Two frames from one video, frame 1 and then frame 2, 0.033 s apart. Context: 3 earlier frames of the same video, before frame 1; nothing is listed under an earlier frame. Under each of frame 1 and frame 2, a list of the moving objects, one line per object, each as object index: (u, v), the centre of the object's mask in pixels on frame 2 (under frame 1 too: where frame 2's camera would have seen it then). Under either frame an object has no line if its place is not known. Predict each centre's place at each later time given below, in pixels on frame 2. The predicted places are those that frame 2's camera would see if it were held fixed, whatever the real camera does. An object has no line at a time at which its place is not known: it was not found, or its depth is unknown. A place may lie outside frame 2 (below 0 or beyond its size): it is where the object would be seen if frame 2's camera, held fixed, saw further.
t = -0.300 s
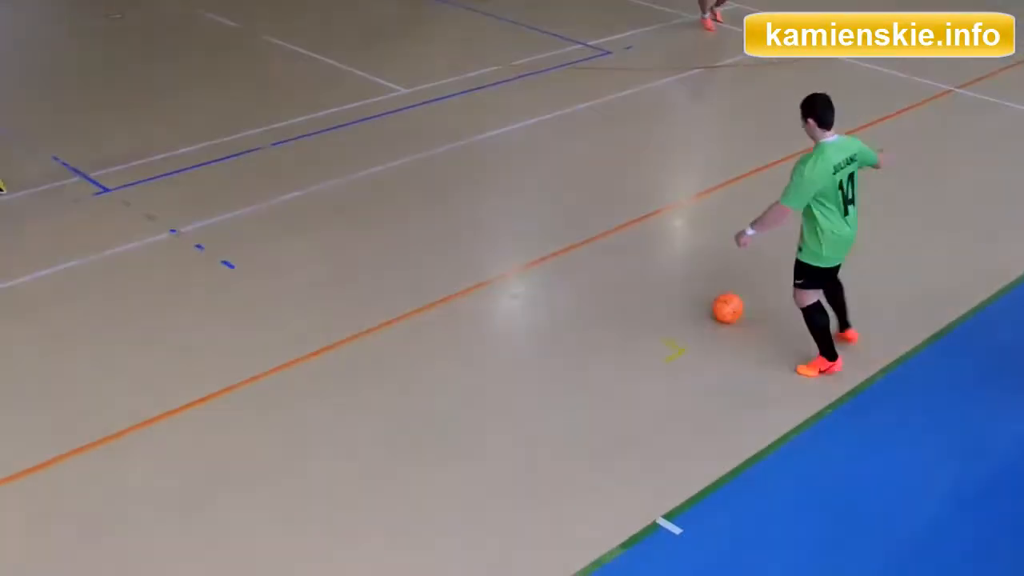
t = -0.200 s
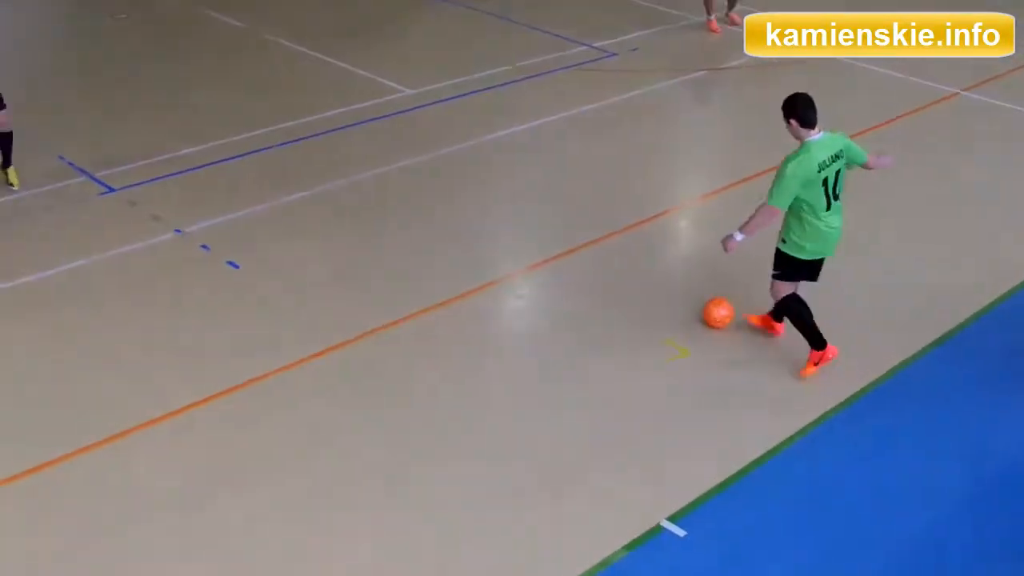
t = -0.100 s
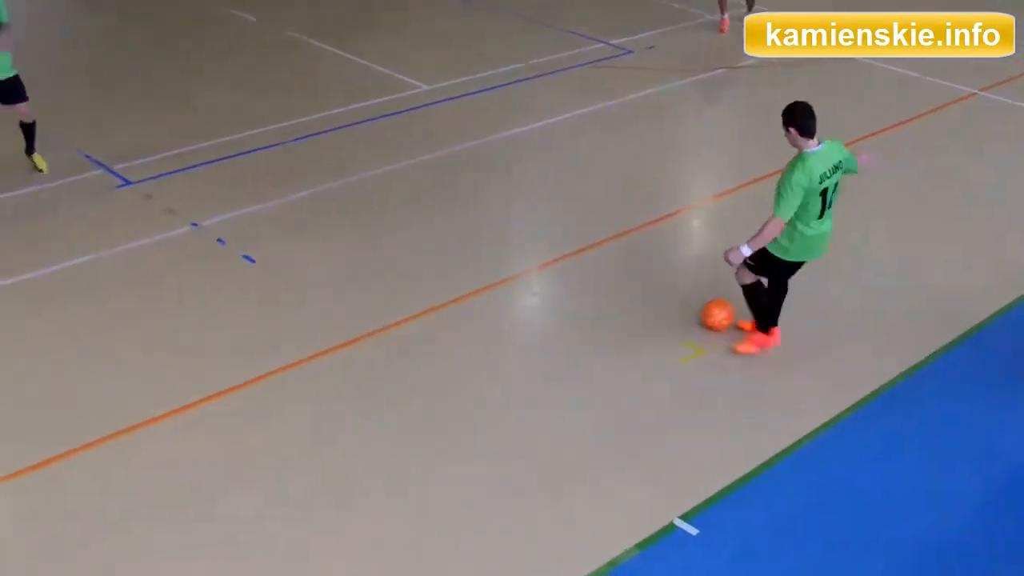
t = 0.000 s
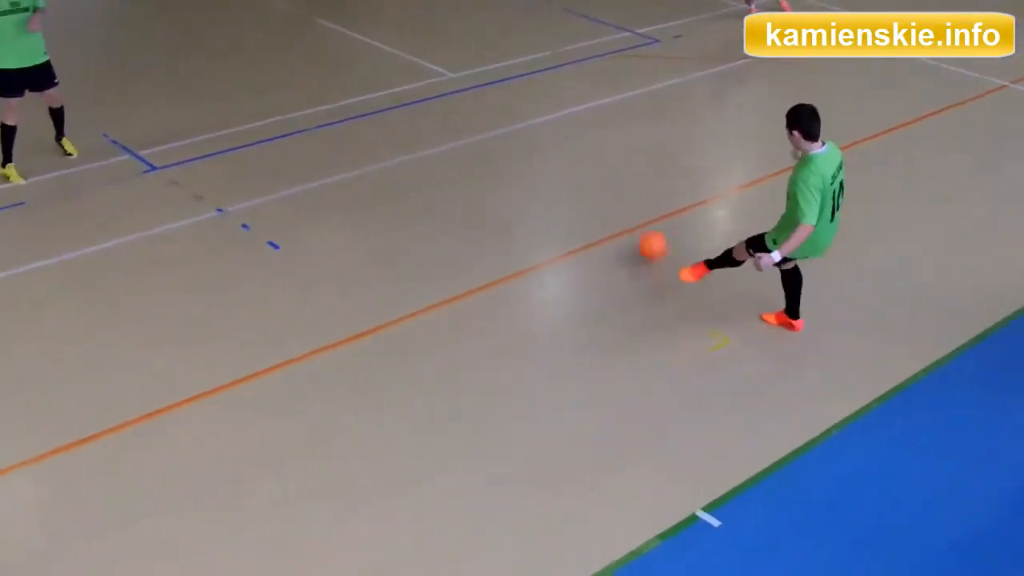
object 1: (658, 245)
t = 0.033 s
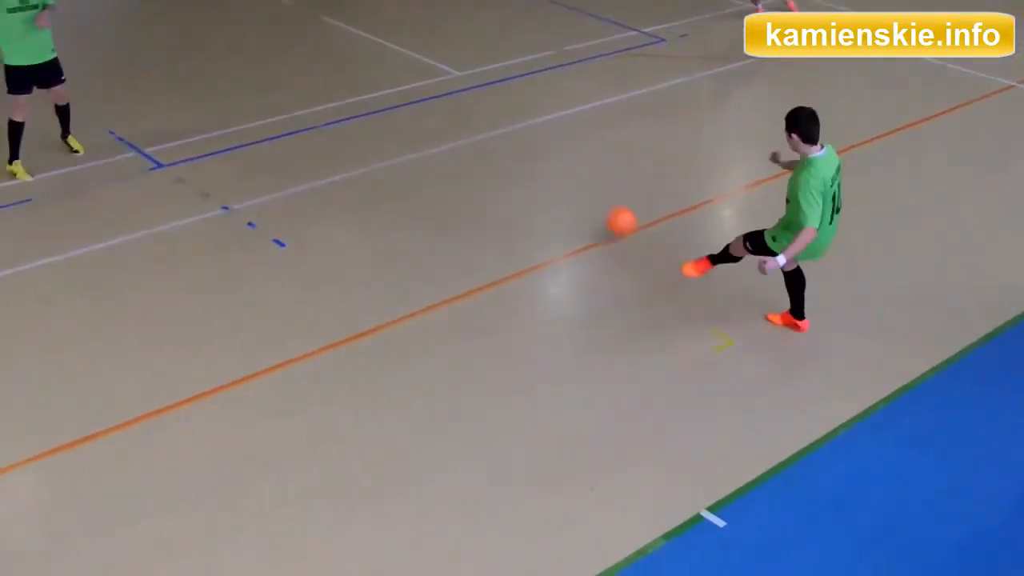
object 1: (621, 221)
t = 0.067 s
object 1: (587, 200)
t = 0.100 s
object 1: (554, 182)
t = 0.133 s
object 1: (524, 166)
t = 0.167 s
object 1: (497, 151)
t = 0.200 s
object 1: (475, 135)
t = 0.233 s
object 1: (456, 118)
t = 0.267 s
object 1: (437, 103)
